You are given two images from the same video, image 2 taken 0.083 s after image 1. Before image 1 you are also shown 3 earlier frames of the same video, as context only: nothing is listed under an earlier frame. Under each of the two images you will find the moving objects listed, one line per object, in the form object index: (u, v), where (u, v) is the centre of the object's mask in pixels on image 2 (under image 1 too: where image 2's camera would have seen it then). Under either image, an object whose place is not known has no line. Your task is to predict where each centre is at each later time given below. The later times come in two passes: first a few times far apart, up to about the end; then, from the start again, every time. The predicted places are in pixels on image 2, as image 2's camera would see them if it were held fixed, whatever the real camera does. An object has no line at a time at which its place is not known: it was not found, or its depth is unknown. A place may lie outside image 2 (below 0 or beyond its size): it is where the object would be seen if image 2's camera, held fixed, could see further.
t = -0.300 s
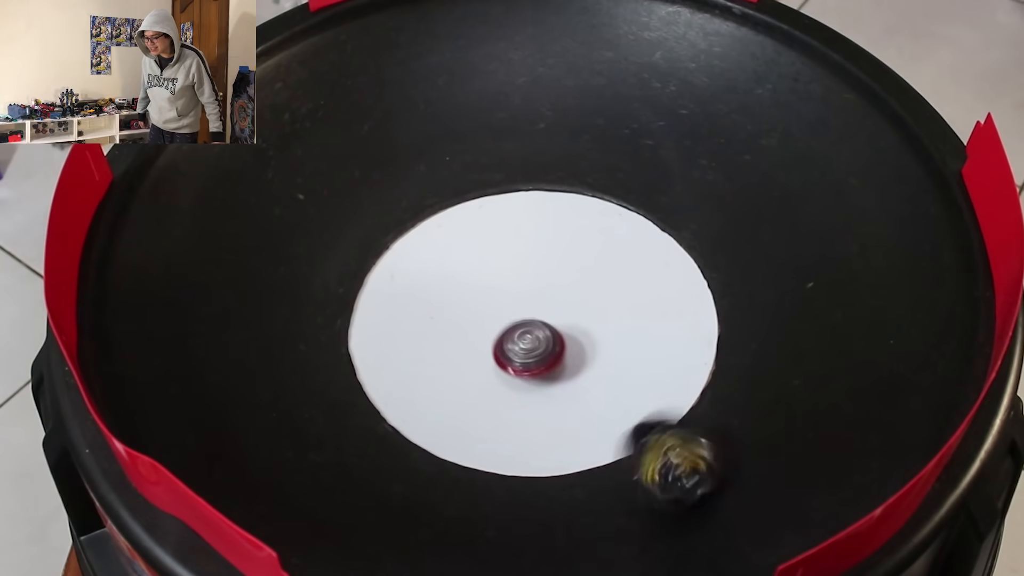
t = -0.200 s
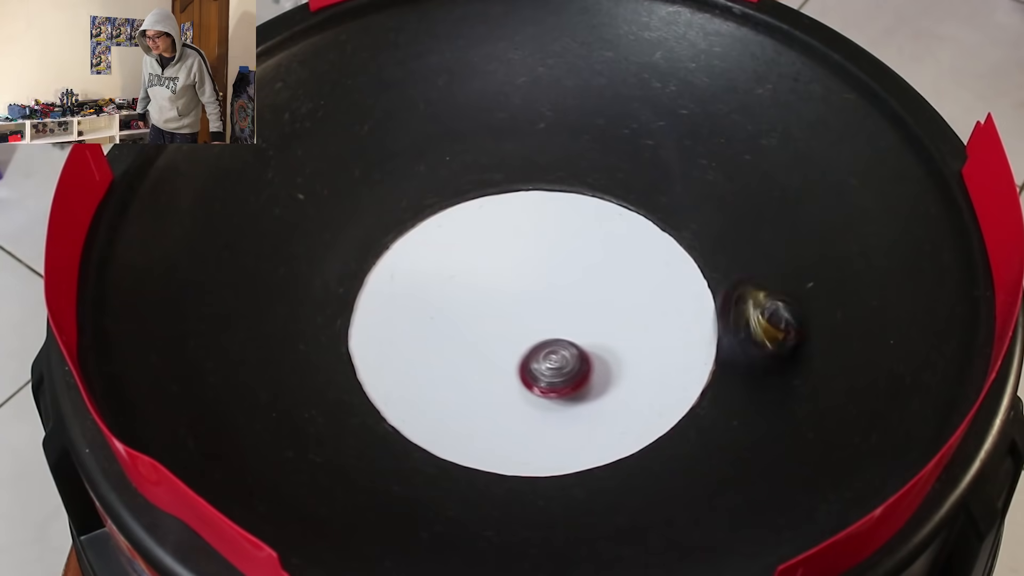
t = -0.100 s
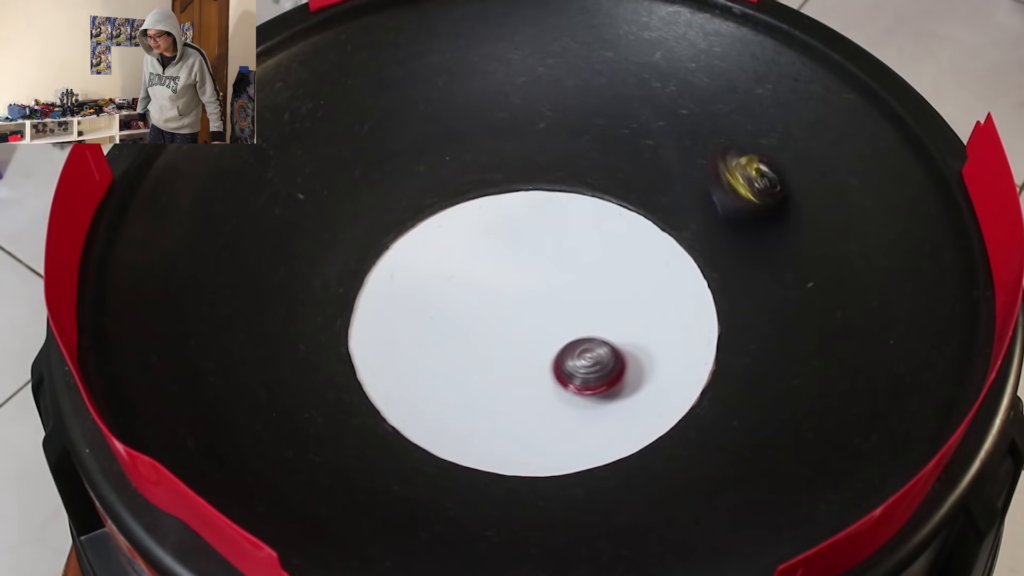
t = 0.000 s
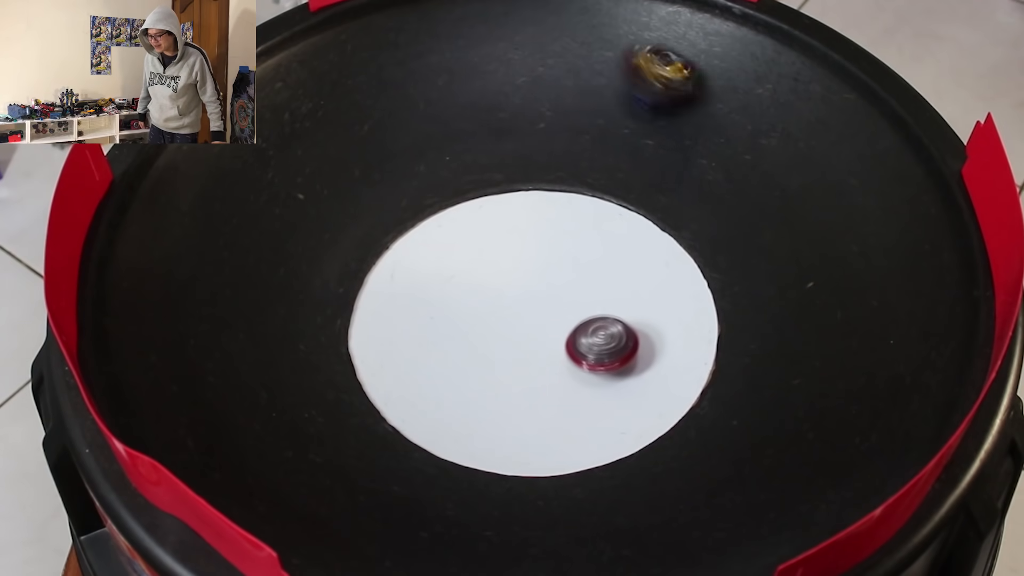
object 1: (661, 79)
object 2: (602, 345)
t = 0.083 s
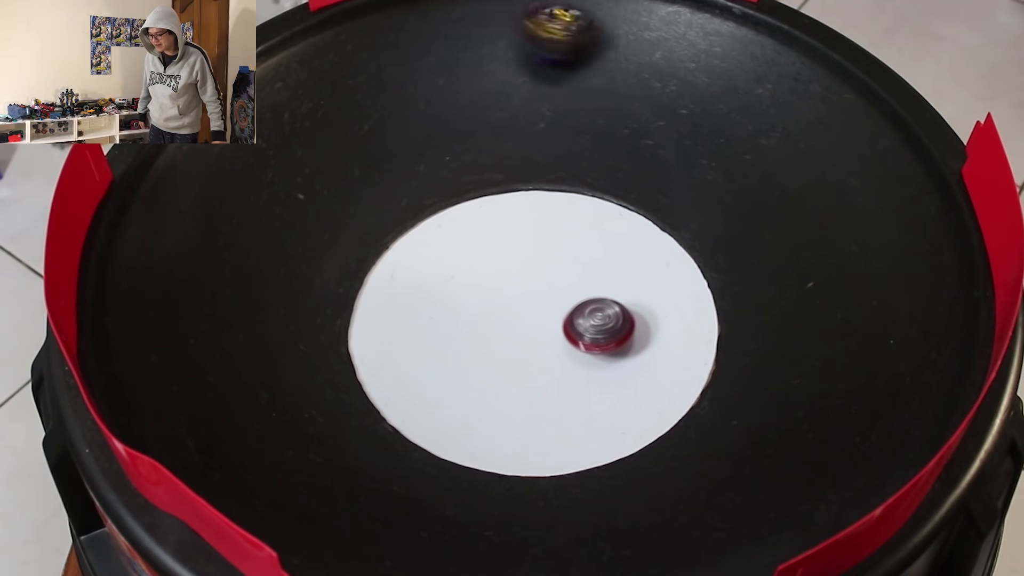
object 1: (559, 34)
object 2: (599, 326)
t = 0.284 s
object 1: (318, 141)
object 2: (552, 304)
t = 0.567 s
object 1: (540, 478)
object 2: (468, 340)
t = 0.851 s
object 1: (863, 264)
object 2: (530, 358)
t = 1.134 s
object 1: (508, 164)
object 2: (539, 298)
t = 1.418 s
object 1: (257, 375)
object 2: (480, 279)
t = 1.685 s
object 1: (611, 470)
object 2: (500, 307)
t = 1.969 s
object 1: (626, 194)
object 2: (535, 312)
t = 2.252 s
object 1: (336, 156)
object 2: (554, 294)
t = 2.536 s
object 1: (377, 360)
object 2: (552, 296)
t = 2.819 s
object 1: (709, 311)
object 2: (537, 307)
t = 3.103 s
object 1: (620, 171)
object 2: (537, 317)
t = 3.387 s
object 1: (442, 207)
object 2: (532, 322)
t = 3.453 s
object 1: (429, 252)
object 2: (531, 322)
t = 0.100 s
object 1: (533, 32)
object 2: (597, 323)
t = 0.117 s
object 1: (511, 31)
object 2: (595, 321)
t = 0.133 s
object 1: (488, 32)
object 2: (593, 318)
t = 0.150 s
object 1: (465, 36)
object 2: (590, 316)
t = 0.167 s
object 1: (441, 41)
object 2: (588, 314)
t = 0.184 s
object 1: (421, 49)
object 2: (584, 313)
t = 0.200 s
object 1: (401, 60)
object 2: (581, 312)
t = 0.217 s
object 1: (380, 72)
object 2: (577, 310)
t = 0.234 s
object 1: (362, 85)
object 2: (572, 309)
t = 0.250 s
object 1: (344, 103)
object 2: (566, 307)
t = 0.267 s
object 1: (333, 121)
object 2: (559, 306)
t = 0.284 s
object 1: (318, 141)
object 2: (552, 304)
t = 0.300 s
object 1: (309, 163)
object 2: (545, 303)
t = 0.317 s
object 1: (304, 185)
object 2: (538, 303)
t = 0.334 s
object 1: (299, 209)
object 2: (530, 302)
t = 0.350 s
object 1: (296, 233)
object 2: (524, 303)
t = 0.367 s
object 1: (298, 257)
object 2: (517, 304)
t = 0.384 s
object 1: (304, 280)
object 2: (510, 305)
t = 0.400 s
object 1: (312, 304)
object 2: (504, 306)
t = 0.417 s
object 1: (321, 326)
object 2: (497, 308)
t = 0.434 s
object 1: (333, 349)
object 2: (492, 311)
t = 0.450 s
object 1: (351, 373)
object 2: (486, 314)
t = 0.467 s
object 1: (372, 394)
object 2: (481, 316)
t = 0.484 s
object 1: (394, 413)
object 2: (478, 320)
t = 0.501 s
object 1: (419, 431)
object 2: (474, 324)
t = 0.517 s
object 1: (445, 447)
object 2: (471, 328)
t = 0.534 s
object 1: (476, 460)
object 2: (469, 332)
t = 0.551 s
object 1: (507, 471)
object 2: (468, 336)
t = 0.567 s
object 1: (540, 478)
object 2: (468, 340)
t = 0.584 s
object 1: (573, 483)
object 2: (469, 345)
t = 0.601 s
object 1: (605, 484)
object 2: (470, 349)
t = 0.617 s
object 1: (637, 482)
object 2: (472, 354)
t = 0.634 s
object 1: (672, 476)
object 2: (475, 357)
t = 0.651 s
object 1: (704, 469)
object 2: (480, 360)
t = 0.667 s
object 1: (734, 461)
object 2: (484, 362)
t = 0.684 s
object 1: (761, 450)
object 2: (489, 365)
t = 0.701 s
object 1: (784, 435)
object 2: (494, 366)
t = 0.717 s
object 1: (809, 415)
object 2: (500, 367)
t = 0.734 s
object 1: (830, 395)
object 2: (504, 367)
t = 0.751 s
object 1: (842, 374)
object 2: (509, 367)
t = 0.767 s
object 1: (854, 356)
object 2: (513, 366)
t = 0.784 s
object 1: (866, 336)
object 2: (517, 365)
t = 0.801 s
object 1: (868, 316)
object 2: (521, 364)
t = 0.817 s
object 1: (869, 295)
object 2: (524, 362)
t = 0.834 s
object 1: (867, 277)
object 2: (527, 360)
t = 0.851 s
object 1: (863, 264)
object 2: (530, 358)
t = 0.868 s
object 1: (854, 245)
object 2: (533, 356)
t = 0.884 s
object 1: (842, 226)
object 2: (535, 354)
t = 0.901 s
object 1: (827, 210)
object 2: (537, 352)
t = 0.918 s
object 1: (813, 199)
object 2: (538, 349)
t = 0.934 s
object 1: (794, 188)
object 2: (539, 347)
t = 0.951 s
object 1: (774, 179)
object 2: (540, 345)
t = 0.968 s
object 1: (754, 170)
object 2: (540, 342)
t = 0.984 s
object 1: (732, 163)
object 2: (540, 339)
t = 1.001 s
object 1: (707, 157)
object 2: (540, 336)
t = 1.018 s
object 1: (684, 154)
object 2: (541, 331)
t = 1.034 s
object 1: (656, 153)
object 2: (542, 327)
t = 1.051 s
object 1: (633, 152)
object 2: (543, 322)
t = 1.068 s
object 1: (609, 153)
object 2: (543, 317)
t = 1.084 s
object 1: (582, 155)
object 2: (543, 313)
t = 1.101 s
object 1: (558, 157)
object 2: (542, 308)
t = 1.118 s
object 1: (535, 161)
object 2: (540, 303)
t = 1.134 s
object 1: (508, 164)
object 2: (539, 298)
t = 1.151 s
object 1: (484, 170)
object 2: (536, 294)
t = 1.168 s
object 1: (461, 176)
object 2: (533, 290)
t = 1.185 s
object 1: (436, 182)
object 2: (530, 286)
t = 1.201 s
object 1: (416, 191)
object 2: (527, 283)
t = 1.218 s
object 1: (391, 201)
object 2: (522, 280)
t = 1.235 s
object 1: (372, 211)
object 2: (518, 277)
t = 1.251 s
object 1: (351, 223)
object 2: (514, 275)
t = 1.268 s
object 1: (334, 233)
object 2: (510, 273)
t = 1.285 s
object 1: (318, 246)
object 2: (506, 272)
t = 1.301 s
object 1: (302, 261)
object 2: (503, 272)
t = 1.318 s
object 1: (289, 275)
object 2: (499, 273)
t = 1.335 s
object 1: (277, 289)
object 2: (495, 273)
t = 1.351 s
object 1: (268, 305)
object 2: (491, 274)
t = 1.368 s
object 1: (261, 322)
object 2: (487, 275)
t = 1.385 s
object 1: (259, 337)
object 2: (484, 276)
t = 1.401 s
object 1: (257, 355)
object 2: (482, 278)
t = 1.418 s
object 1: (257, 375)
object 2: (480, 279)
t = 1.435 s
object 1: (262, 393)
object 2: (479, 281)
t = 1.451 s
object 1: (272, 410)
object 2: (478, 283)
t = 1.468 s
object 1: (285, 428)
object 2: (478, 285)
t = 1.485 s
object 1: (302, 446)
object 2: (478, 286)
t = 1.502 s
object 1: (323, 462)
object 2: (478, 288)
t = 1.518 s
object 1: (343, 475)
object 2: (479, 290)
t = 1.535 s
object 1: (369, 486)
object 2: (480, 292)
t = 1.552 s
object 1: (396, 495)
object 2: (481, 294)
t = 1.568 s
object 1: (423, 503)
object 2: (483, 296)
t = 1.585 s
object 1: (452, 506)
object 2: (485, 298)
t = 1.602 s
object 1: (482, 507)
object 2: (487, 300)
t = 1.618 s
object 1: (509, 505)
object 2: (490, 301)
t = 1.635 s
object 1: (538, 500)
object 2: (492, 303)
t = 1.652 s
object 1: (565, 492)
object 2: (495, 304)
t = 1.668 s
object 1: (588, 482)
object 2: (497, 306)
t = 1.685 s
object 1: (611, 470)
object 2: (500, 307)
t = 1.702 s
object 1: (633, 454)
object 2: (503, 308)
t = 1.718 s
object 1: (651, 438)
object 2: (505, 309)
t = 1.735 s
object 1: (665, 422)
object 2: (508, 310)
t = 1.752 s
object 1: (680, 405)
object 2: (511, 312)
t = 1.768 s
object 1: (690, 386)
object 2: (513, 312)
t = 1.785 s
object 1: (699, 367)
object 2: (516, 313)
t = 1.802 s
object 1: (706, 350)
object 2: (518, 314)
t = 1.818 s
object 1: (711, 332)
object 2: (521, 314)
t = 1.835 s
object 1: (710, 313)
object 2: (523, 315)
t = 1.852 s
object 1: (707, 294)
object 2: (525, 315)
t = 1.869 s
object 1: (700, 276)
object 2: (527, 315)
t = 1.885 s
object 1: (694, 259)
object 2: (529, 315)
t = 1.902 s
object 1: (685, 243)
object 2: (530, 314)
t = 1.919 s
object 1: (673, 227)
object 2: (532, 314)
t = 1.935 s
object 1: (656, 211)
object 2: (533, 313)
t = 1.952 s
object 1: (641, 202)
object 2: (534, 313)
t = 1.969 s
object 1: (626, 194)
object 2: (535, 312)
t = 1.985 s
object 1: (602, 185)
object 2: (536, 312)
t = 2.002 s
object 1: (586, 179)
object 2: (537, 311)
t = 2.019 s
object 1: (568, 173)
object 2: (538, 310)
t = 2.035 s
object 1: (548, 167)
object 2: (539, 309)
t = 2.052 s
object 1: (531, 164)
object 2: (539, 308)
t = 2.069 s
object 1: (514, 159)
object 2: (540, 307)
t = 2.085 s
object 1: (495, 154)
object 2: (541, 307)
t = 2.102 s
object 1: (479, 151)
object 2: (541, 306)
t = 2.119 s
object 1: (461, 146)
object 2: (542, 305)
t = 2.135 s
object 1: (447, 143)
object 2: (542, 304)
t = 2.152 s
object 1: (428, 141)
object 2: (543, 303)
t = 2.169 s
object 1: (409, 141)
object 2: (544, 302)
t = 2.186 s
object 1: (393, 141)
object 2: (545, 300)
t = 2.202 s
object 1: (379, 143)
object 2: (547, 298)
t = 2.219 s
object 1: (365, 146)
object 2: (549, 296)
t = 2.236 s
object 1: (349, 150)
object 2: (551, 295)
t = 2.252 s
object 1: (336, 156)
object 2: (554, 294)
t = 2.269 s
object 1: (324, 161)
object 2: (556, 293)
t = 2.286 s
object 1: (313, 170)
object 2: (557, 292)
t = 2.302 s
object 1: (304, 178)
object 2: (559, 291)
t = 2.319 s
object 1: (297, 189)
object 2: (560, 290)
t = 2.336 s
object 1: (291, 201)
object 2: (561, 290)
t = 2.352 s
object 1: (288, 213)
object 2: (561, 290)
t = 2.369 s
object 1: (286, 227)
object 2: (561, 290)
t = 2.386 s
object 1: (286, 242)
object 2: (561, 291)
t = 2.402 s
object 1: (289, 257)
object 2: (560, 292)
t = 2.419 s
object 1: (293, 272)
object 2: (560, 292)
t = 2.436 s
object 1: (301, 286)
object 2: (559, 293)
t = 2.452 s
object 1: (310, 300)
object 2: (558, 293)
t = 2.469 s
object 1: (318, 312)
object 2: (557, 294)
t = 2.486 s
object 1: (332, 324)
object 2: (556, 295)
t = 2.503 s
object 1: (344, 336)
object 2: (555, 295)
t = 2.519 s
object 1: (362, 348)
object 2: (554, 296)
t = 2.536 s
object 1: (377, 360)
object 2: (552, 296)
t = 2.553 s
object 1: (401, 374)
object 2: (551, 297)
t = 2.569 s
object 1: (424, 383)
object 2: (550, 298)
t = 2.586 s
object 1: (445, 390)
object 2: (549, 299)
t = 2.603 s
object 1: (467, 396)
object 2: (548, 299)
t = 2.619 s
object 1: (492, 399)
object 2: (547, 300)
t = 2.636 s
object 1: (514, 400)
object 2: (546, 300)
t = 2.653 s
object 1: (538, 400)
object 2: (545, 300)
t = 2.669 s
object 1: (560, 398)
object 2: (544, 301)
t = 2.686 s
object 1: (582, 393)
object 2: (543, 302)
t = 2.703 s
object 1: (604, 388)
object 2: (542, 303)
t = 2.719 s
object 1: (622, 381)
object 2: (541, 303)
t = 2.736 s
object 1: (642, 372)
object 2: (540, 304)
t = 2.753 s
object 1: (660, 362)
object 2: (540, 305)
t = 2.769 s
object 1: (674, 351)
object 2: (539, 305)
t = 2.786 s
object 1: (687, 339)
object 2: (539, 306)
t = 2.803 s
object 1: (701, 323)
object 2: (538, 306)
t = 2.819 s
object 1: (709, 311)
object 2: (537, 307)
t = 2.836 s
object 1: (709, 298)
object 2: (537, 308)
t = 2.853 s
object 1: (713, 285)
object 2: (537, 308)
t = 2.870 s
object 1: (713, 273)
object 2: (537, 309)
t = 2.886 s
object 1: (711, 262)
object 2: (536, 309)
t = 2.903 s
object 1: (708, 252)
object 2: (536, 310)
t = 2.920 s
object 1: (703, 243)
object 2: (536, 310)
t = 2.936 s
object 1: (698, 233)
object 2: (536, 311)
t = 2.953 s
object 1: (692, 224)
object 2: (536, 311)
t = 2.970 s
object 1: (685, 217)
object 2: (536, 312)
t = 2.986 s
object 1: (677, 209)
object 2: (536, 312)
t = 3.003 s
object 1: (670, 203)
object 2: (536, 313)
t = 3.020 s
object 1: (661, 195)
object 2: (536, 313)
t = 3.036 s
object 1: (654, 190)
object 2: (536, 314)
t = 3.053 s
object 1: (646, 184)
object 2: (536, 314)
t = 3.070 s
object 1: (636, 179)
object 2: (537, 315)
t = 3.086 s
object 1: (630, 175)
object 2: (537, 316)
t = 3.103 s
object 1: (620, 171)
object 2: (537, 317)
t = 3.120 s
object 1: (609, 168)
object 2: (537, 317)
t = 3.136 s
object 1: (595, 165)
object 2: (537, 318)
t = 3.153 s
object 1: (584, 164)
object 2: (537, 319)
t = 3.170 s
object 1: (573, 164)
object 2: (536, 319)
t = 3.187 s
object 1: (561, 164)
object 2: (536, 319)
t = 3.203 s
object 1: (550, 165)
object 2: (536, 320)
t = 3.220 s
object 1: (540, 167)
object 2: (536, 320)
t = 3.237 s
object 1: (528, 168)
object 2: (535, 321)
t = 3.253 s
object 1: (519, 169)
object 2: (535, 321)
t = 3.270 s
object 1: (509, 171)
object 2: (535, 321)
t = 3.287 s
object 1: (499, 174)
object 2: (534, 321)
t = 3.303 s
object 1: (489, 177)
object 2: (534, 322)
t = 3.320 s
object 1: (480, 181)
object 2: (533, 322)
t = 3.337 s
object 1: (467, 187)
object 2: (533, 322)
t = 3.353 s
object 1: (456, 194)
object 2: (532, 322)
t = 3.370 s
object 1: (449, 199)
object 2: (532, 322)
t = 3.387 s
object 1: (442, 207)
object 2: (532, 322)
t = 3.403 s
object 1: (434, 218)
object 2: (531, 322)
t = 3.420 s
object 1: (430, 230)
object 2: (531, 322)
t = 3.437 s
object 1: (428, 243)
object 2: (531, 322)
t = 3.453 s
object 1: (429, 252)
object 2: (531, 322)
